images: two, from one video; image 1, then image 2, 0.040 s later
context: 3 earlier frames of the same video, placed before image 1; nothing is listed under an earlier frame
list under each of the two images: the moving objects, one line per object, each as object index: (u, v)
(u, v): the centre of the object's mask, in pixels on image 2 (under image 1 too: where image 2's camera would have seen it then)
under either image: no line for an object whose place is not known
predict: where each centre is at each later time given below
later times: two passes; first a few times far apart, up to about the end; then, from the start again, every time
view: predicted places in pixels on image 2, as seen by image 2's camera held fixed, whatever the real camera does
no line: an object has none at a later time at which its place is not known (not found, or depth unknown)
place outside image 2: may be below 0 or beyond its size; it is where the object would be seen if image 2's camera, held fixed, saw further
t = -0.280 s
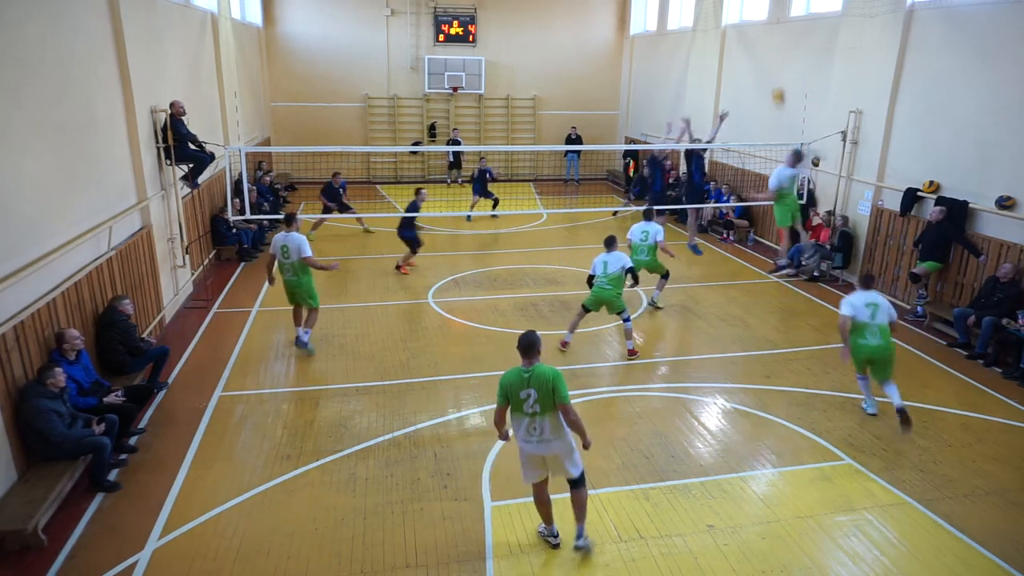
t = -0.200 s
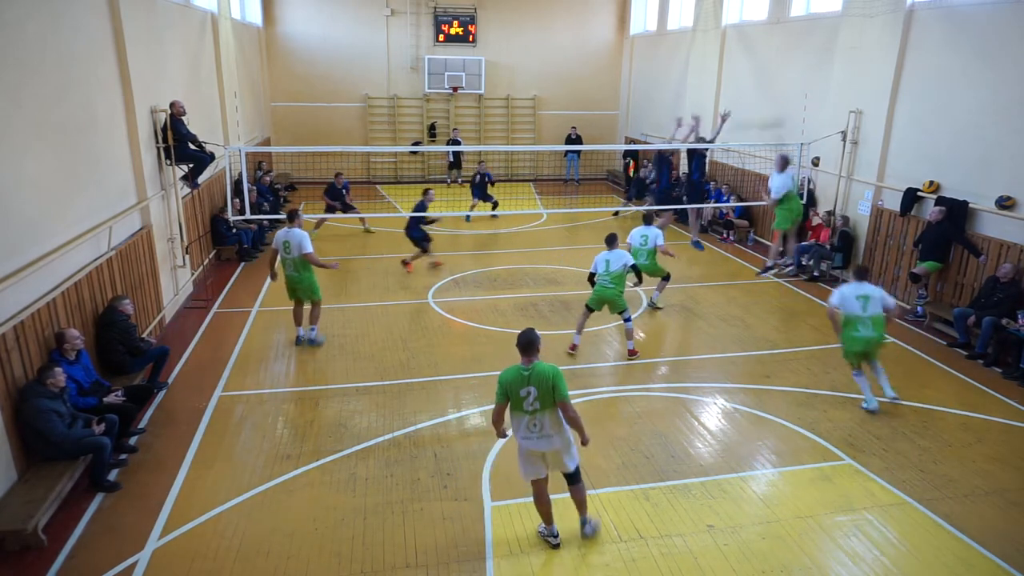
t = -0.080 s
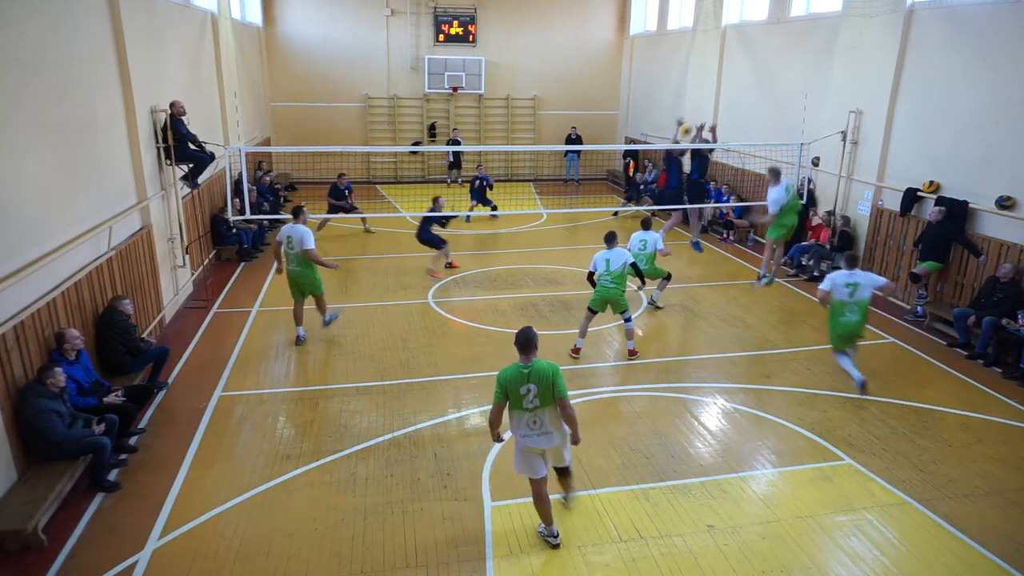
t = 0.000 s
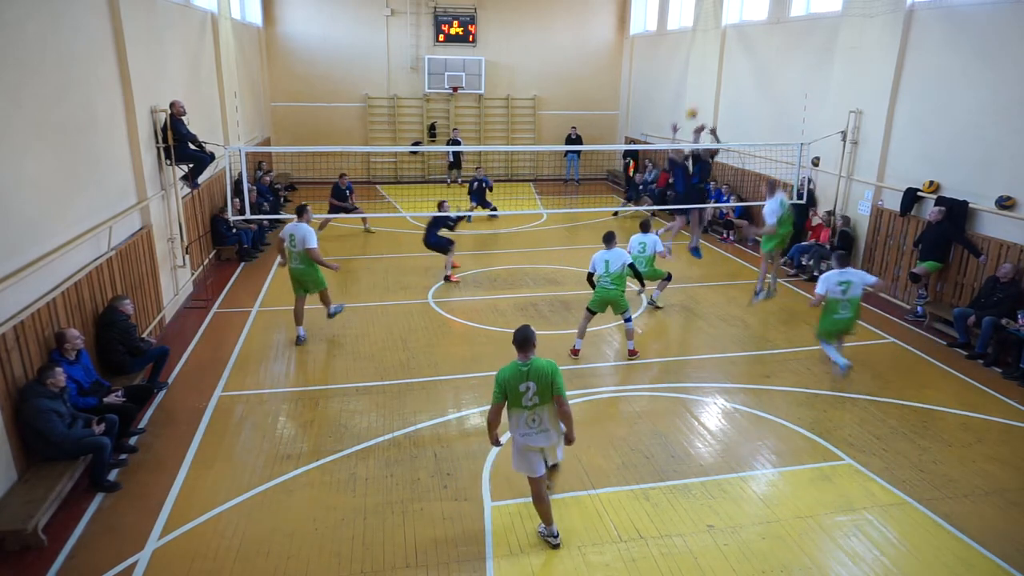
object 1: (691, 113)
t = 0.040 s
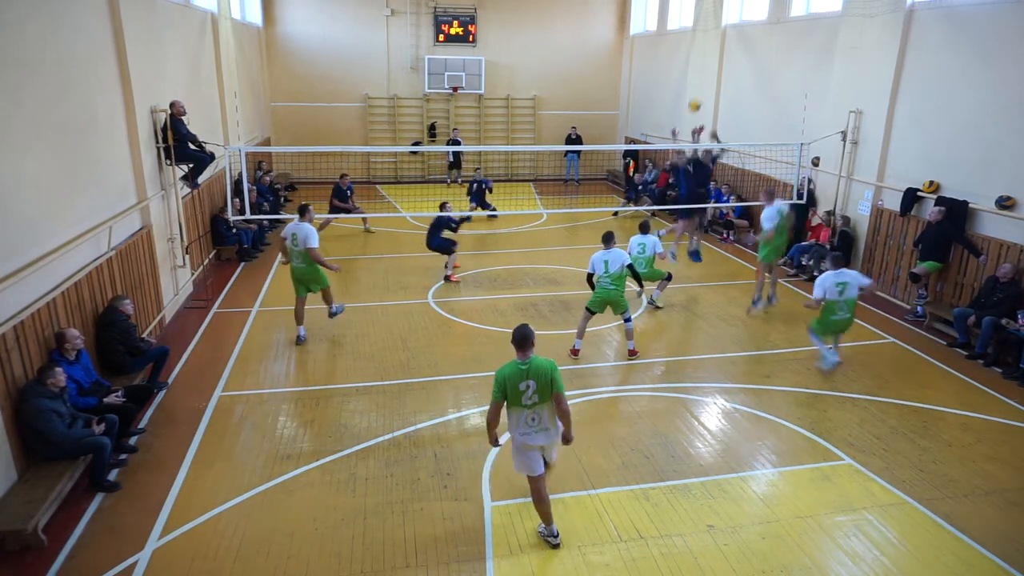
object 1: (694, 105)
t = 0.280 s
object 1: (710, 80)
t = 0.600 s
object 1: (727, 101)
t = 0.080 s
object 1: (697, 99)
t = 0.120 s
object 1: (700, 93)
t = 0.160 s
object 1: (703, 88)
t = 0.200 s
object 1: (705, 85)
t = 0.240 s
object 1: (708, 82)
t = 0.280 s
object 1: (710, 80)
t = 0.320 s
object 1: (712, 79)
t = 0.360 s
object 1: (715, 79)
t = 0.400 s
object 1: (717, 80)
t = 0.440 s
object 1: (720, 82)
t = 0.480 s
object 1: (722, 85)
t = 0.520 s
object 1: (723, 90)
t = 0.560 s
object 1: (725, 95)
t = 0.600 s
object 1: (727, 101)
